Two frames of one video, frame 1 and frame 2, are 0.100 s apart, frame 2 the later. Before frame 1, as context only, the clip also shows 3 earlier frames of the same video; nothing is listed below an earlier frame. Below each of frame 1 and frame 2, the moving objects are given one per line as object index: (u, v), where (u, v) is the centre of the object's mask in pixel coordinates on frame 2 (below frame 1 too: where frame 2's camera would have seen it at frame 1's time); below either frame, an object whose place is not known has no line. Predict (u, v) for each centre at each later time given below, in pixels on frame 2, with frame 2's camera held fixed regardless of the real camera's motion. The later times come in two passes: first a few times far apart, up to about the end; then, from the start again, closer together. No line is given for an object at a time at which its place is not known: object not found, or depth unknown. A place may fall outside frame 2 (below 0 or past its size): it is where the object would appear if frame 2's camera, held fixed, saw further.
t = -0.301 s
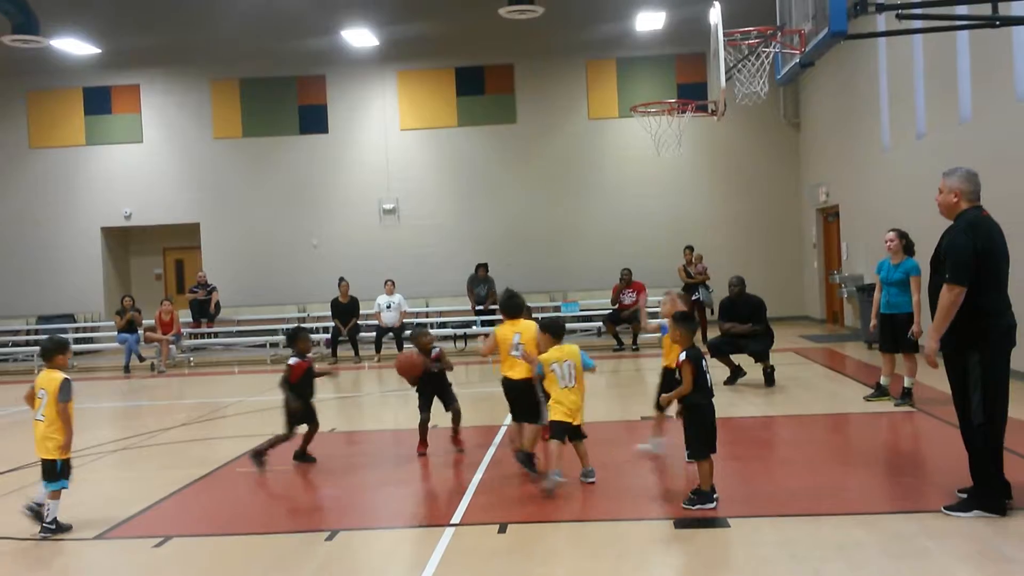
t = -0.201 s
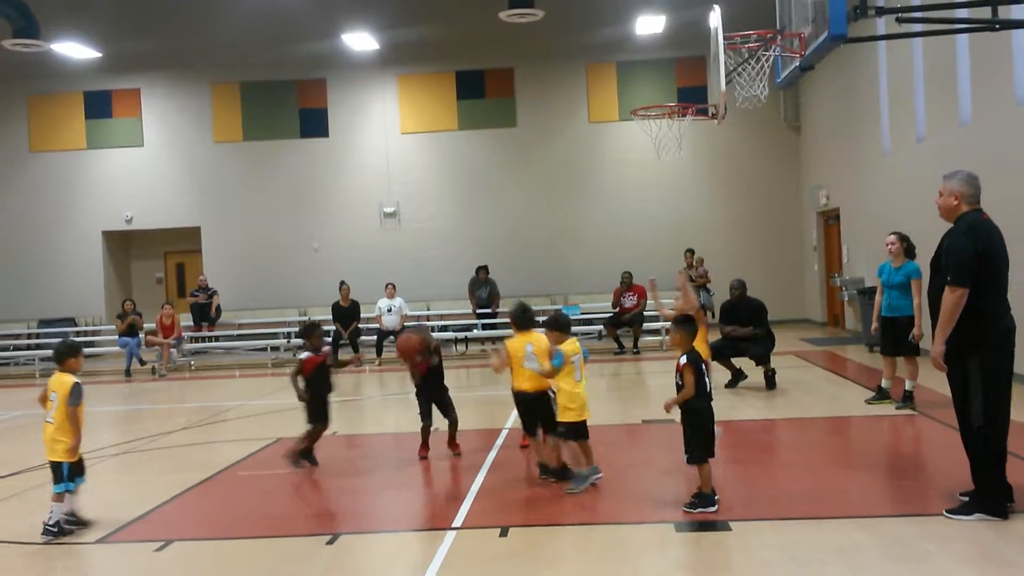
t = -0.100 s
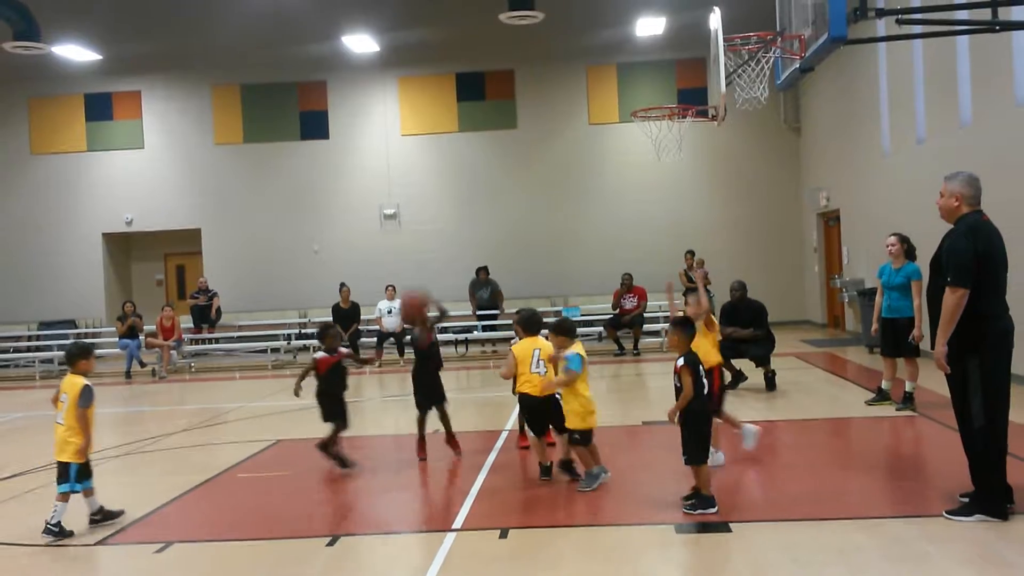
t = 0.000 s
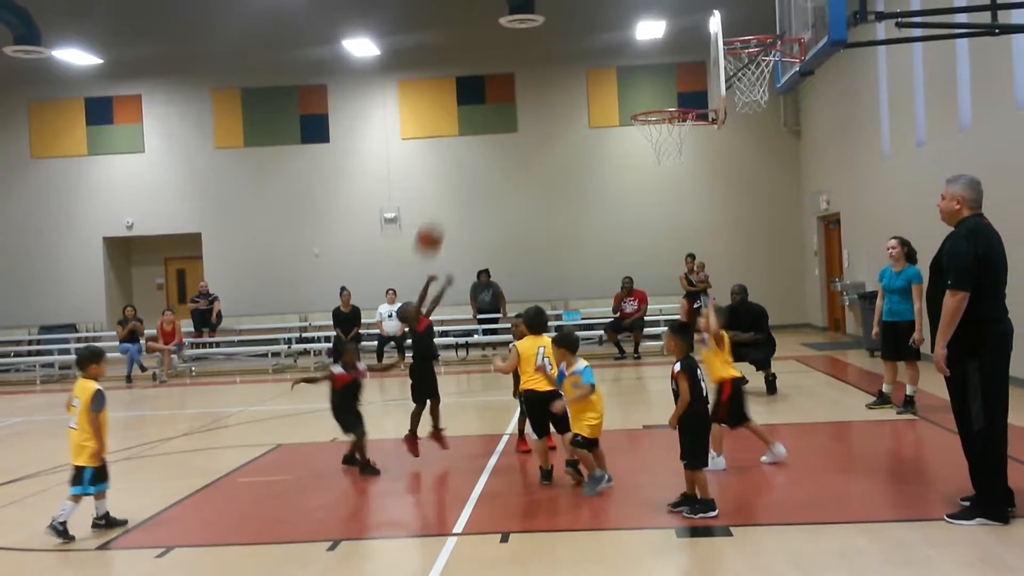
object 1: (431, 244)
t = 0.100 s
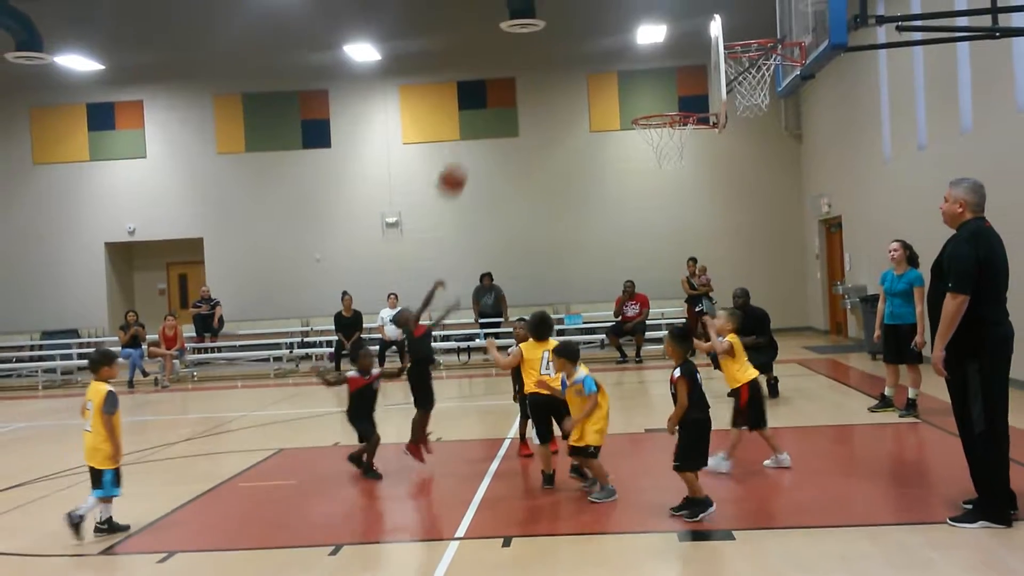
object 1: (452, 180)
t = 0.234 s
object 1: (481, 114)
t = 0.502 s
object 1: (545, 48)
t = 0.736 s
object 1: (605, 65)
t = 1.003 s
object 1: (663, 99)
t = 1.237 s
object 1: (670, 114)
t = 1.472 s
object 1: (655, 157)
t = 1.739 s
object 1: (658, 223)
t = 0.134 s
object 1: (460, 162)
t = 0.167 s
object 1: (467, 146)
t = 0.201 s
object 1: (473, 129)
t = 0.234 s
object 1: (481, 114)
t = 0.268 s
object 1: (490, 99)
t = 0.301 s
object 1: (498, 87)
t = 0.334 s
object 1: (505, 77)
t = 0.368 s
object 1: (512, 69)
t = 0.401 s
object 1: (521, 62)
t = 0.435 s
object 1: (529, 57)
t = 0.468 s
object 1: (537, 52)
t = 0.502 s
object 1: (545, 48)
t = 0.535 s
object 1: (553, 46)
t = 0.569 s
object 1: (563, 45)
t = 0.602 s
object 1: (570, 46)
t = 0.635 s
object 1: (579, 48)
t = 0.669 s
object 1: (588, 53)
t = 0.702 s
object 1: (597, 58)
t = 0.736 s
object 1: (605, 65)
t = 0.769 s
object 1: (615, 74)
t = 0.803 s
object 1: (626, 86)
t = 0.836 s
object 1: (633, 95)
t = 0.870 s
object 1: (641, 105)
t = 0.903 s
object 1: (646, 103)
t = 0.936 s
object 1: (651, 100)
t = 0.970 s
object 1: (657, 99)
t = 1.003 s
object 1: (663, 99)
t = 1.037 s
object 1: (668, 99)
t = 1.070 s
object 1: (674, 102)
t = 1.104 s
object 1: (679, 105)
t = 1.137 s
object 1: (679, 111)
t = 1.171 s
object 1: (677, 111)
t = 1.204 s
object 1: (674, 112)
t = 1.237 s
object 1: (670, 114)
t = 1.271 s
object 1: (667, 120)
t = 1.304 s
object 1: (665, 125)
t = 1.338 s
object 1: (661, 133)
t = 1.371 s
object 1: (658, 142)
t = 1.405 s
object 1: (657, 150)
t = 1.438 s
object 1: (655, 154)
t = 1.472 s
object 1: (655, 157)
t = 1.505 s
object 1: (655, 161)
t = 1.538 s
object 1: (655, 165)
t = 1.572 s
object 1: (655, 170)
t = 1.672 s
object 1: (657, 197)
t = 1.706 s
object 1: (658, 209)
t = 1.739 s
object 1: (658, 223)
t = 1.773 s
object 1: (659, 238)
